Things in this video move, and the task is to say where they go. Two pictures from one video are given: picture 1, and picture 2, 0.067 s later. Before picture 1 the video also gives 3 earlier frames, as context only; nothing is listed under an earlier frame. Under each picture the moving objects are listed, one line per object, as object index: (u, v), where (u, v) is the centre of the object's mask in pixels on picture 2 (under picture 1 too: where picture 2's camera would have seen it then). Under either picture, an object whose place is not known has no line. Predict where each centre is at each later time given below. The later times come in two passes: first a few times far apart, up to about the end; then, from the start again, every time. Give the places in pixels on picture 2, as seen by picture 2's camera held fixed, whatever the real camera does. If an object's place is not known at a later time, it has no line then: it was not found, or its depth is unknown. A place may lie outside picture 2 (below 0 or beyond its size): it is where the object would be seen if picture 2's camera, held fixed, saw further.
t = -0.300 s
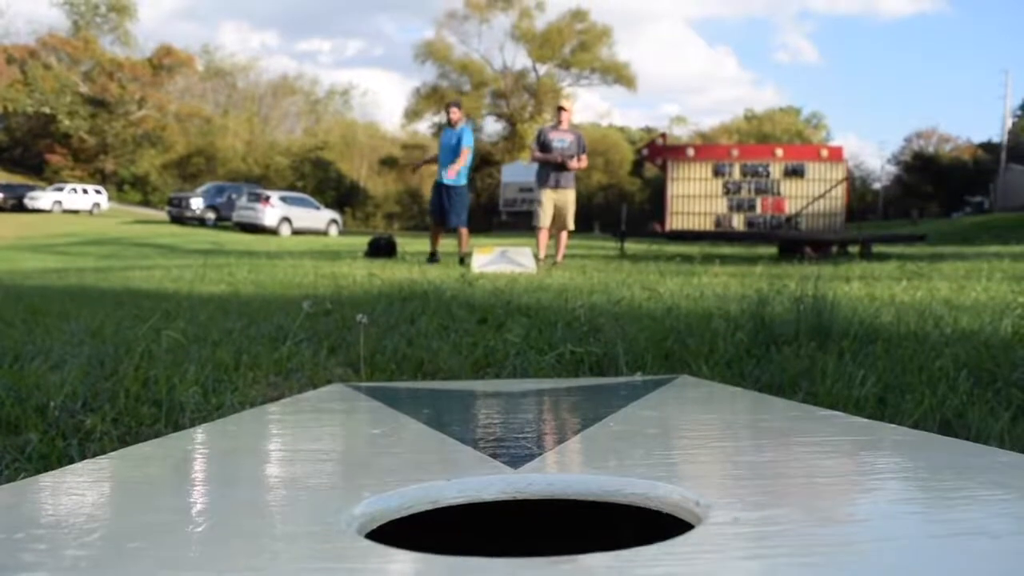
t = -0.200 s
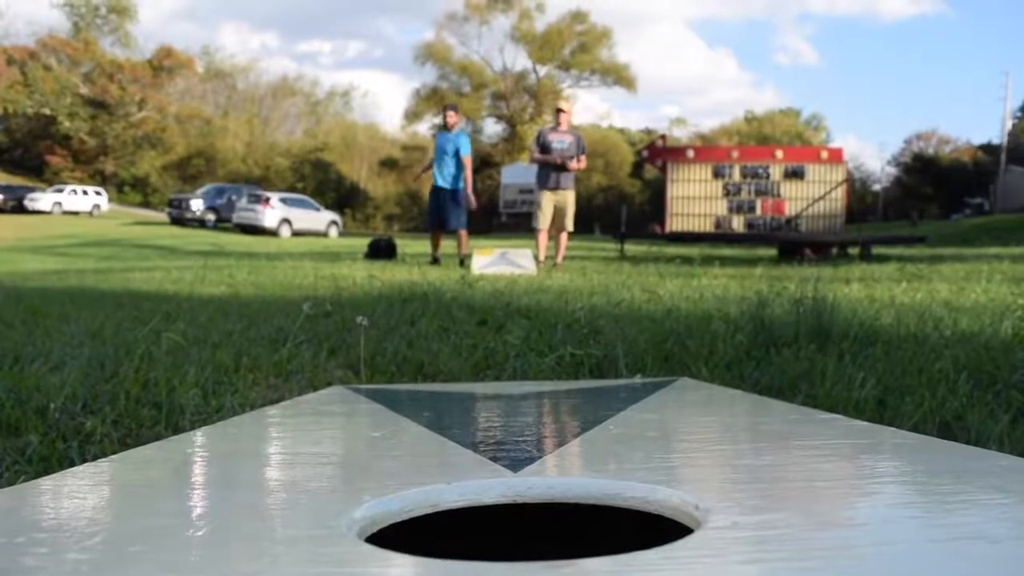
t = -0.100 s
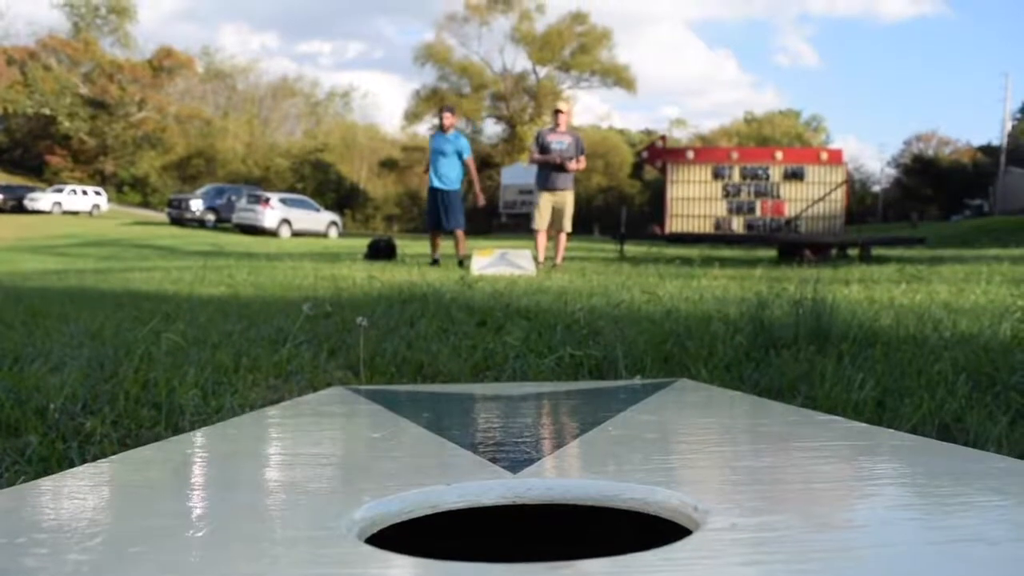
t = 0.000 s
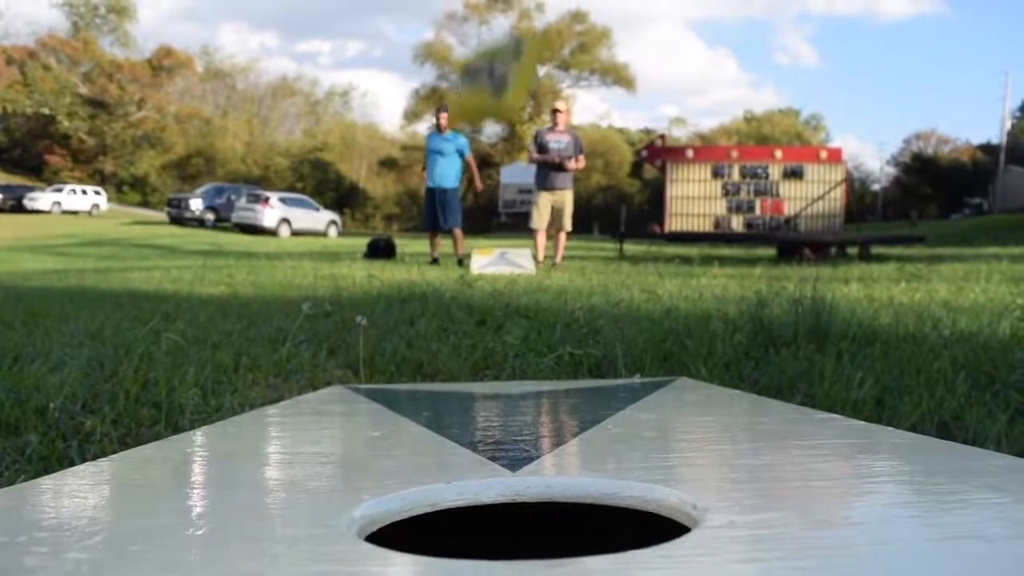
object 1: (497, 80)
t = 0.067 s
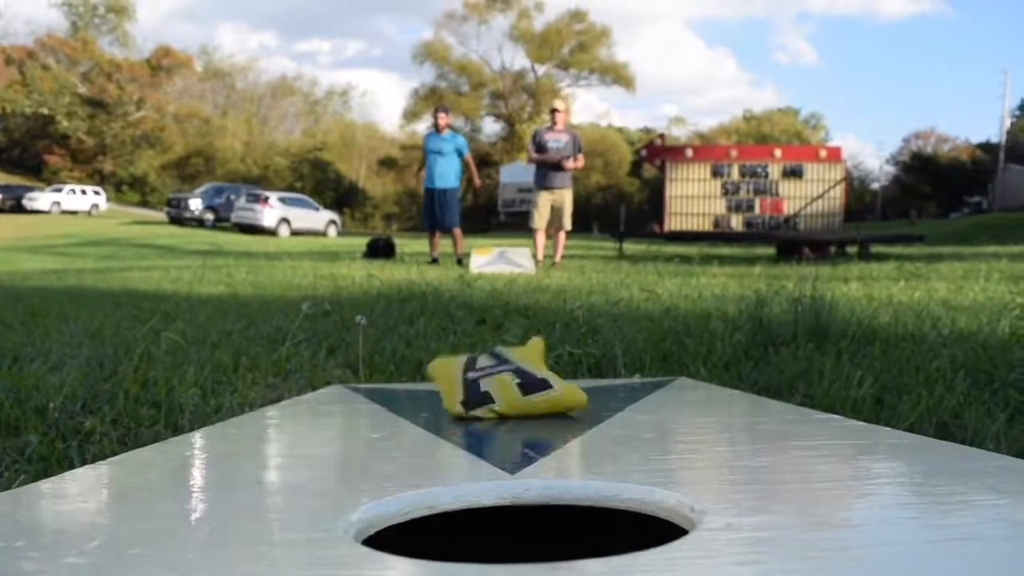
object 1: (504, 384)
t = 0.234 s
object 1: (599, 393)
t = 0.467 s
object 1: (715, 421)
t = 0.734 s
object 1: (710, 428)
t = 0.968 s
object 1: (709, 428)
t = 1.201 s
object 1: (709, 428)
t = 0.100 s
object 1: (519, 371)
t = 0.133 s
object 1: (537, 368)
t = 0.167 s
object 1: (559, 372)
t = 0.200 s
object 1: (579, 382)
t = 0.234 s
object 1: (599, 393)
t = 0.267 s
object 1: (621, 400)
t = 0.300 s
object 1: (643, 405)
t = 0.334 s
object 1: (662, 409)
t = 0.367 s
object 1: (680, 413)
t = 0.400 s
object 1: (695, 417)
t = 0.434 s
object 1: (707, 419)
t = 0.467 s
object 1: (715, 421)
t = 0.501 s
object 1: (718, 422)
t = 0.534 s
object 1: (718, 422)
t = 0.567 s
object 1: (716, 424)
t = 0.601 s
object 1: (713, 425)
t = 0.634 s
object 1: (711, 427)
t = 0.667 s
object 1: (710, 428)
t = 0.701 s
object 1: (709, 428)
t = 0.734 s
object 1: (710, 428)
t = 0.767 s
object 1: (709, 428)
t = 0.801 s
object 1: (709, 428)
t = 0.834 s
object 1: (709, 428)
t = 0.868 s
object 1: (709, 428)
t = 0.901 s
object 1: (709, 428)
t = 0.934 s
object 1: (709, 428)
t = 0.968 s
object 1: (709, 428)
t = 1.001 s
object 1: (709, 428)
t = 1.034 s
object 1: (709, 428)
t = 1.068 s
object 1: (709, 428)
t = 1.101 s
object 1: (709, 428)
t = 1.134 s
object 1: (709, 428)
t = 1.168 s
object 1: (709, 428)
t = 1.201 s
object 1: (709, 428)
